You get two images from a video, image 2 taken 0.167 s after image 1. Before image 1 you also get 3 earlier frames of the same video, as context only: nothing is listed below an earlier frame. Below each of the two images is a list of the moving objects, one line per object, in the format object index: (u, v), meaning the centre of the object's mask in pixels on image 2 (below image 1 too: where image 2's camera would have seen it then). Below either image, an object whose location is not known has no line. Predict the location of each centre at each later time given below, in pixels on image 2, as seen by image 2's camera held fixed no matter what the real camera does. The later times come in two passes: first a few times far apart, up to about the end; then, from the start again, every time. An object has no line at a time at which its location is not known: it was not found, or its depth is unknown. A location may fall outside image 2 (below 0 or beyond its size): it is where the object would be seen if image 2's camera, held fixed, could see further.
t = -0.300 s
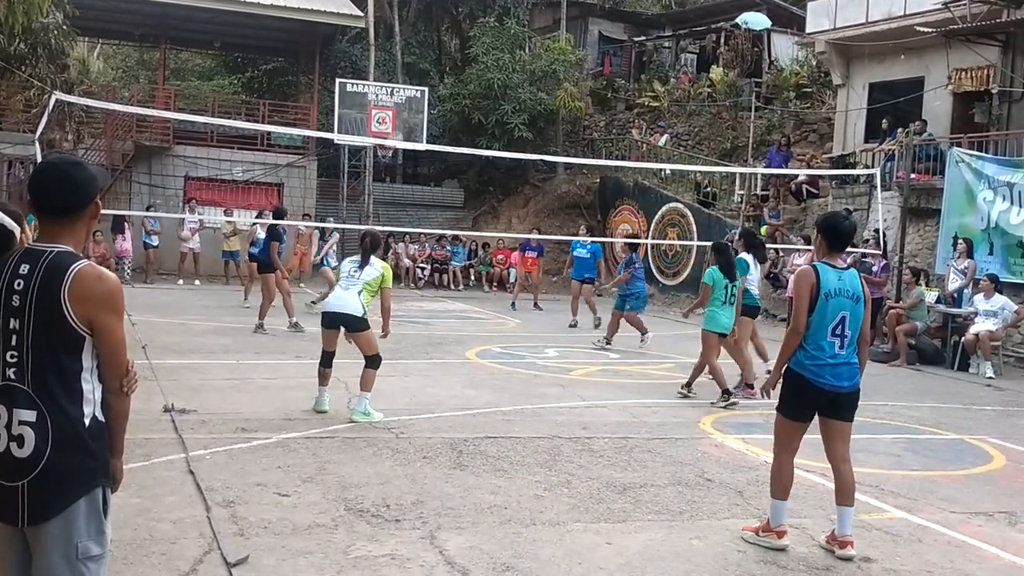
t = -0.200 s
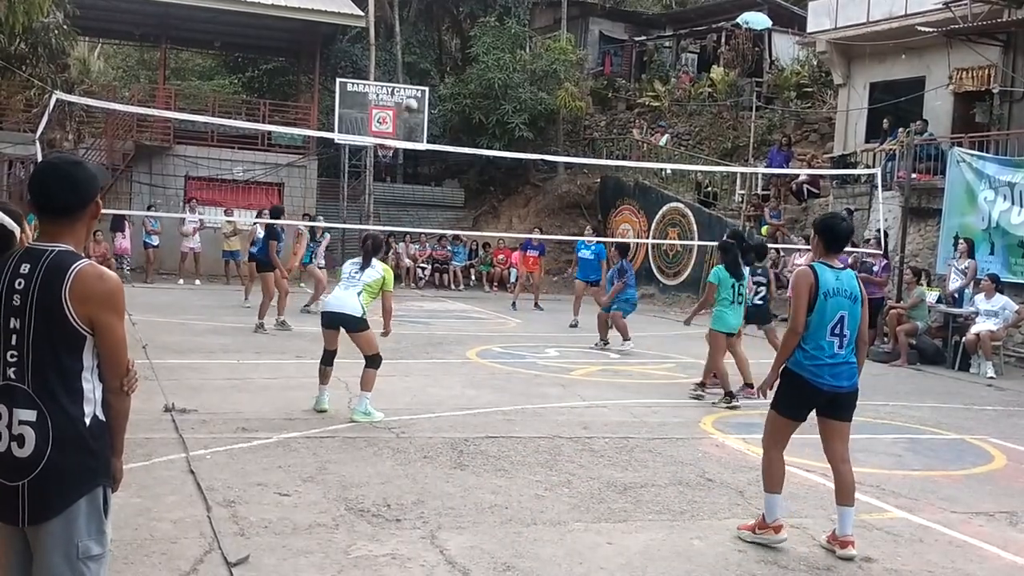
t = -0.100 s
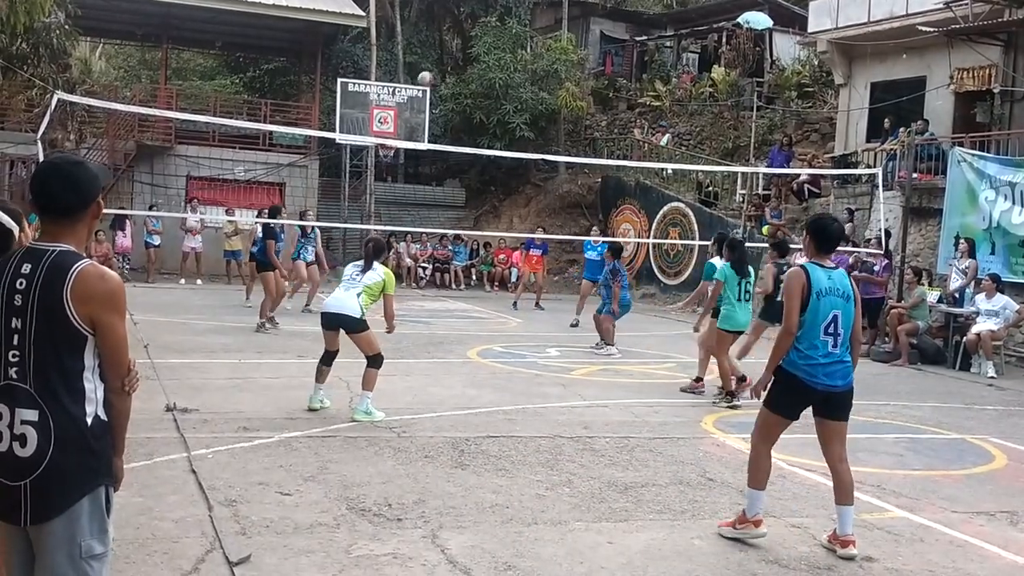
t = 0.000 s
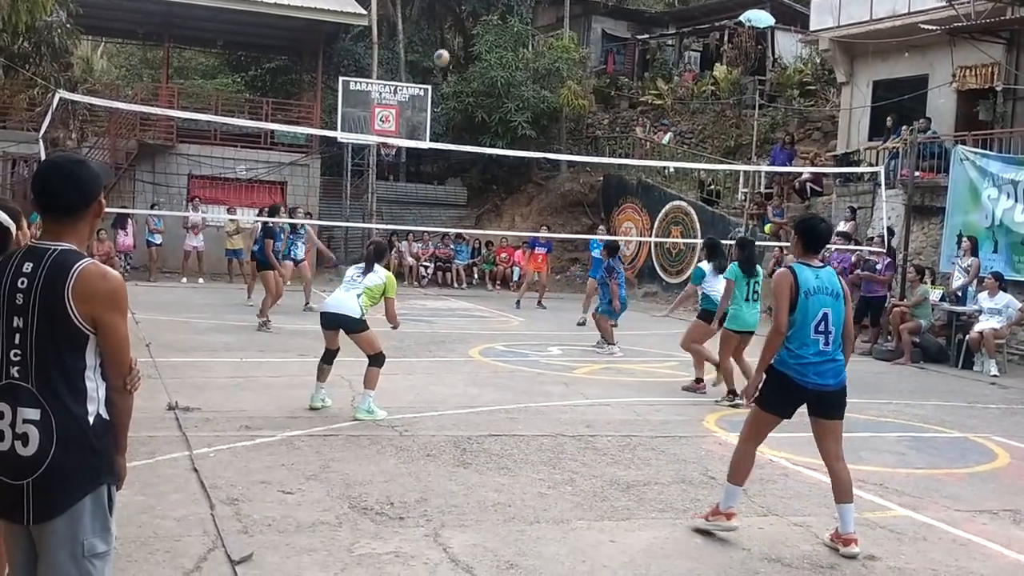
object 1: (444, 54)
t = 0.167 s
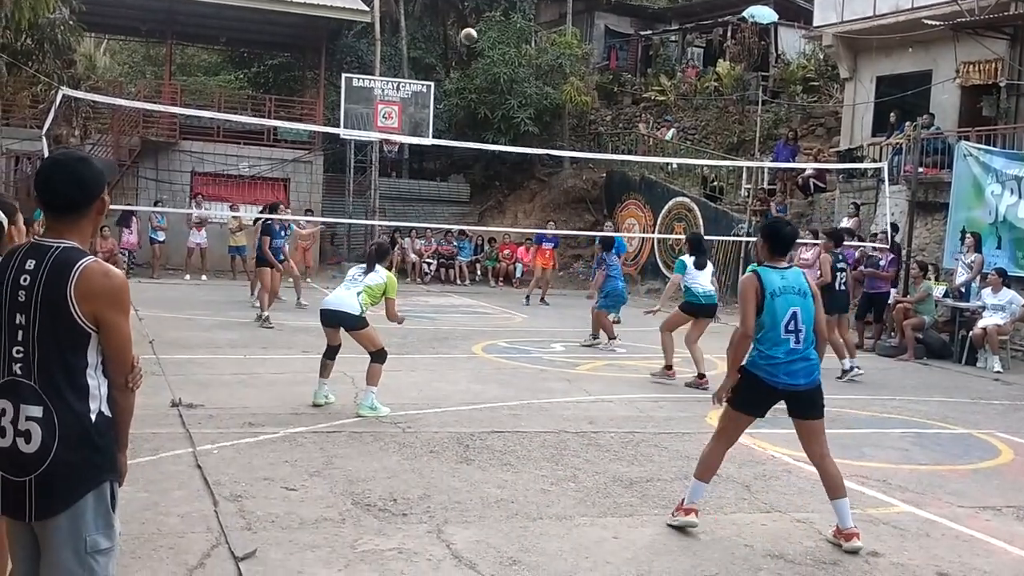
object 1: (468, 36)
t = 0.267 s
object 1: (483, 33)
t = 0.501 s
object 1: (518, 60)
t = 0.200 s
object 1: (473, 34)
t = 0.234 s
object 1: (478, 33)
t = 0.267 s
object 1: (483, 33)
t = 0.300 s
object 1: (489, 35)
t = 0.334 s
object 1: (493, 37)
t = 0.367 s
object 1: (498, 40)
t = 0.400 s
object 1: (503, 45)
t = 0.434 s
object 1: (508, 49)
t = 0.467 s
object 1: (513, 54)
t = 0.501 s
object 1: (518, 60)
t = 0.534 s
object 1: (522, 68)
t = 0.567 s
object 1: (528, 79)
